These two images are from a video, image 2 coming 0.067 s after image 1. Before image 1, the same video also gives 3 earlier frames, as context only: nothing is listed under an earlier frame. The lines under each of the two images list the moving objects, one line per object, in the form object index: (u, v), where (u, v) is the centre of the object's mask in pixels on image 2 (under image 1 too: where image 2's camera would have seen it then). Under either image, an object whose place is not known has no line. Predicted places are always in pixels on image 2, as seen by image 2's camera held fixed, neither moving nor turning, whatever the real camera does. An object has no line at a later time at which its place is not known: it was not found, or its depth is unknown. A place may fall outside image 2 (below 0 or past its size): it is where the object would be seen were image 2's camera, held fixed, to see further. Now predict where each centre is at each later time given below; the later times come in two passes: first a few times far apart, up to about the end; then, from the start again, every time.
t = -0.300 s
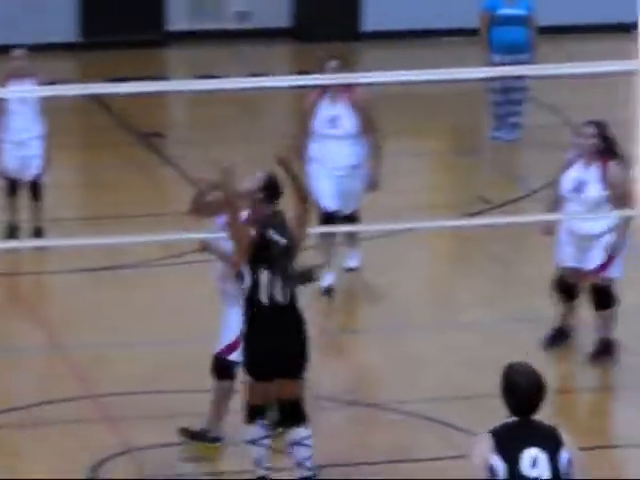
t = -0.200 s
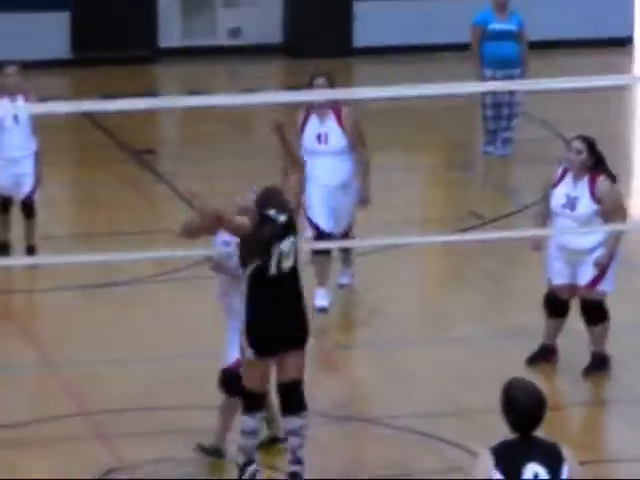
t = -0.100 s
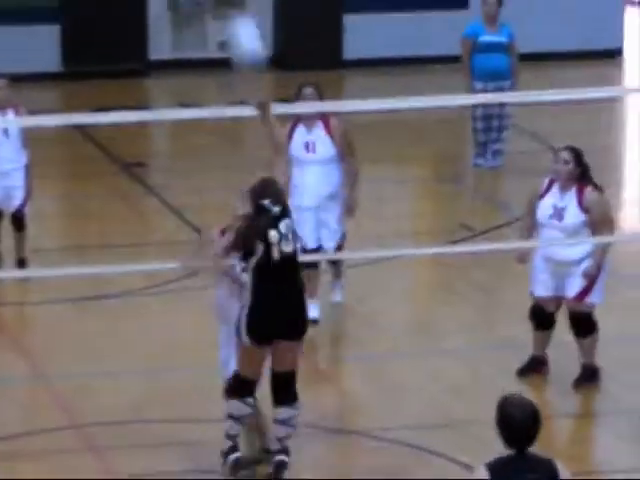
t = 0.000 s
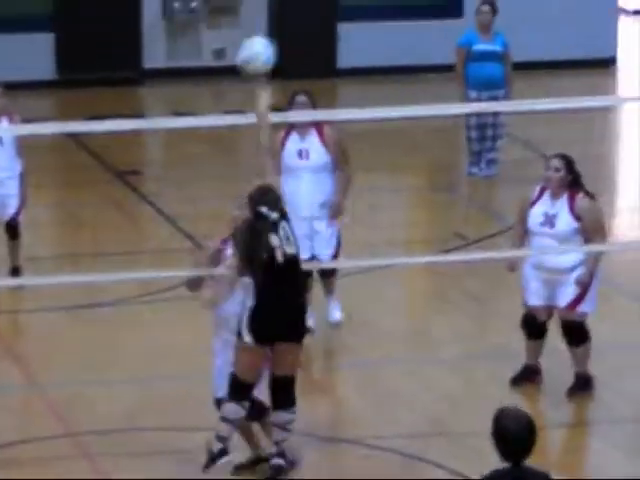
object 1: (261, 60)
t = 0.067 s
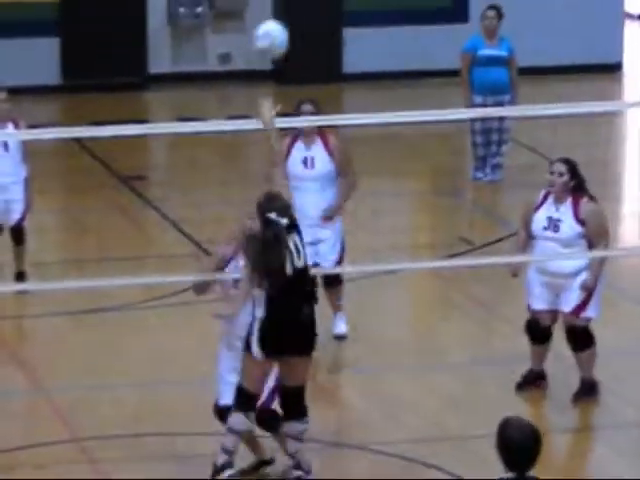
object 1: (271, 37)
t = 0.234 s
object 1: (290, 20)
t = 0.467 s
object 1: (312, 67)
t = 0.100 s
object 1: (275, 31)
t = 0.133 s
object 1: (278, 24)
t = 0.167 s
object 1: (282, 21)
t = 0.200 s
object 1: (286, 20)
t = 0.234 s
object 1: (290, 20)
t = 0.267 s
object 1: (293, 22)
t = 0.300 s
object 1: (297, 25)
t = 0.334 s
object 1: (300, 29)
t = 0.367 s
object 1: (304, 36)
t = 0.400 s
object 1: (307, 45)
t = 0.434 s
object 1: (310, 55)
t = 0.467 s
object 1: (312, 67)
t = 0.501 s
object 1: (316, 80)
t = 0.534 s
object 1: (318, 92)
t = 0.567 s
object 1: (320, 104)
